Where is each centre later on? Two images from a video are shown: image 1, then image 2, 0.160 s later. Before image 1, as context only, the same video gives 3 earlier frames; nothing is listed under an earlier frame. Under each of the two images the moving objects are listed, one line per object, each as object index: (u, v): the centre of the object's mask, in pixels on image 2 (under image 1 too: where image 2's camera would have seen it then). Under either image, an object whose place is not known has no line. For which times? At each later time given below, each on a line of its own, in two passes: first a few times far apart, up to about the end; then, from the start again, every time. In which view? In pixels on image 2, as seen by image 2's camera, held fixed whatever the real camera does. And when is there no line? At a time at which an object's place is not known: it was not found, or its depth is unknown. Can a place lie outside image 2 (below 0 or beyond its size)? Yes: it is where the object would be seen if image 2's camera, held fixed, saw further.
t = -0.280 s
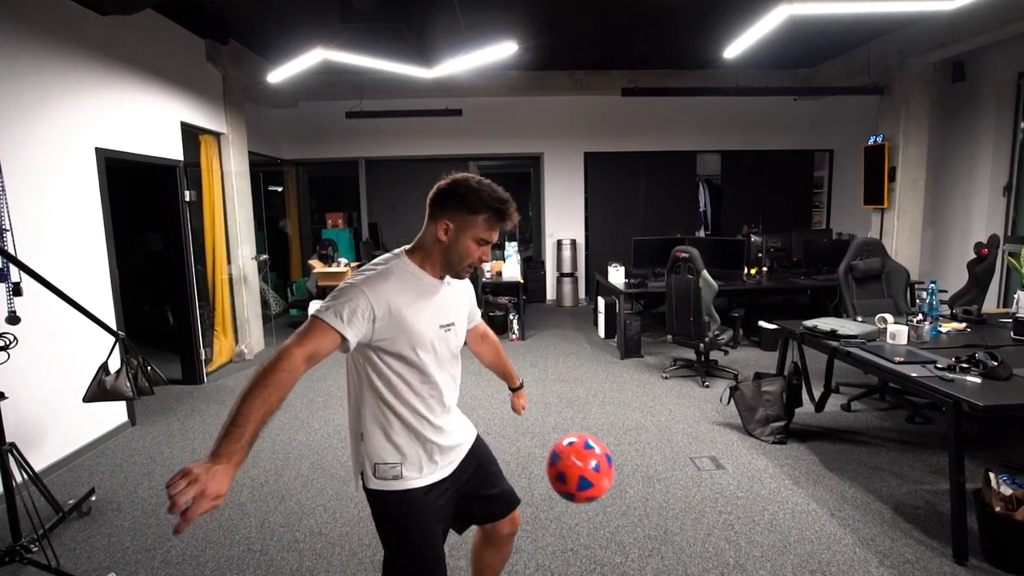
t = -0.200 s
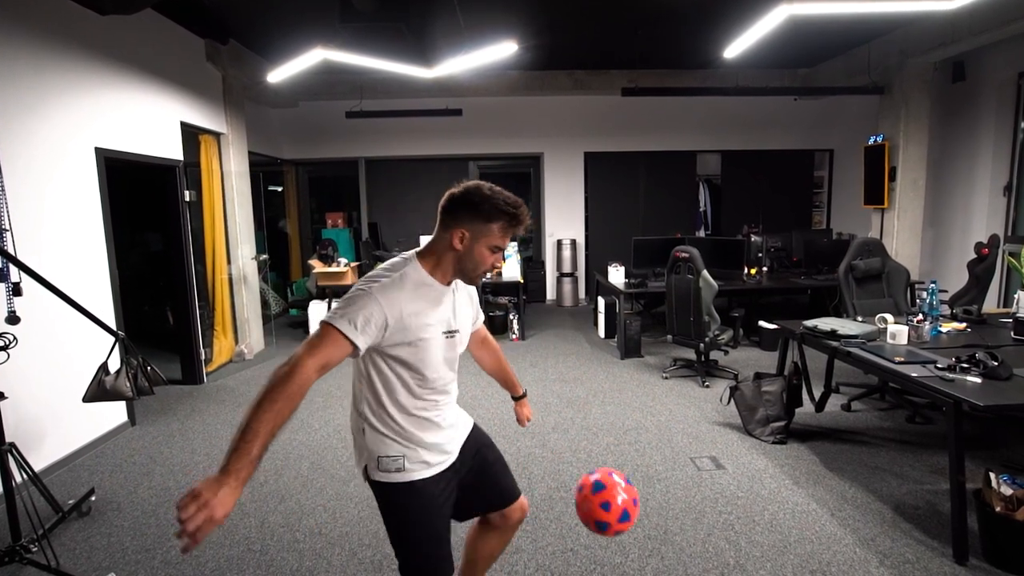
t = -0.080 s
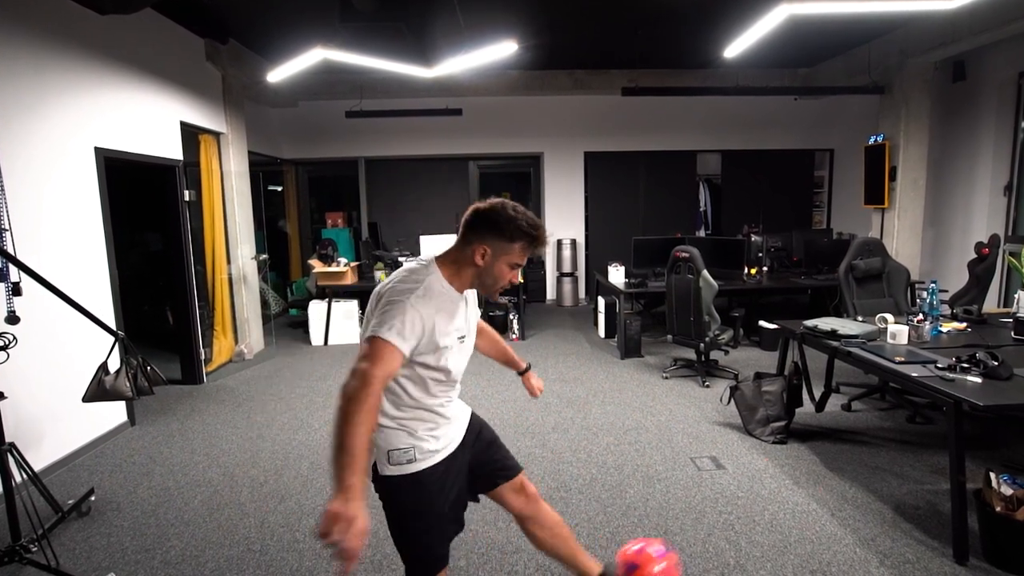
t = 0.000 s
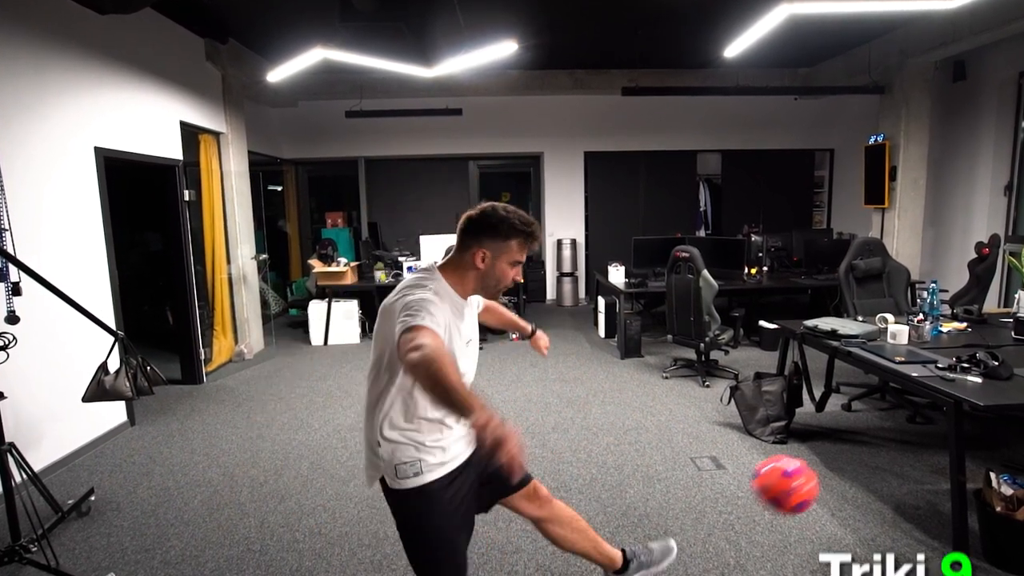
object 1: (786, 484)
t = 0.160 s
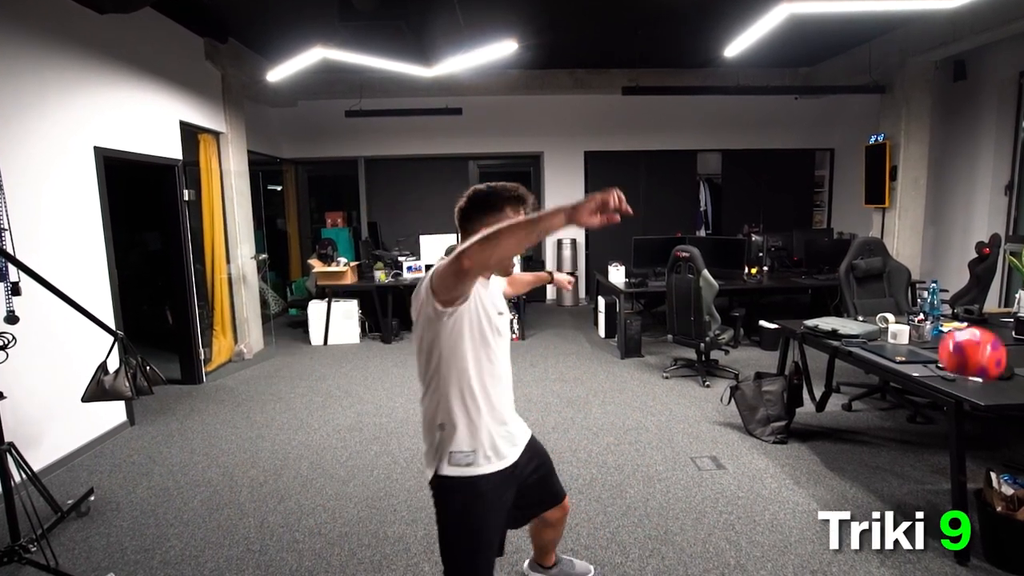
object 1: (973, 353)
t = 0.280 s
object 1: (977, 224)
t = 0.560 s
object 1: (973, 43)
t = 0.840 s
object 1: (956, 55)
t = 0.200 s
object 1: (975, 307)
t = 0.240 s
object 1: (975, 264)
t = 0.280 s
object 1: (977, 224)
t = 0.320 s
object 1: (978, 187)
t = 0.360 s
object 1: (977, 154)
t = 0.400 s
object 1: (977, 123)
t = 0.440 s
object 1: (977, 96)
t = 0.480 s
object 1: (977, 74)
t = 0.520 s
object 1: (975, 57)
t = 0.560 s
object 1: (973, 43)
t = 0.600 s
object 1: (971, 32)
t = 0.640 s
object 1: (969, 27)
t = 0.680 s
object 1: (967, 27)
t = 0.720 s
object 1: (964, 28)
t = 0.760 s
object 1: (961, 32)
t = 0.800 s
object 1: (959, 41)
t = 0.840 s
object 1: (956, 55)
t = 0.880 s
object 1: (953, 74)
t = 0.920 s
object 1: (948, 96)
